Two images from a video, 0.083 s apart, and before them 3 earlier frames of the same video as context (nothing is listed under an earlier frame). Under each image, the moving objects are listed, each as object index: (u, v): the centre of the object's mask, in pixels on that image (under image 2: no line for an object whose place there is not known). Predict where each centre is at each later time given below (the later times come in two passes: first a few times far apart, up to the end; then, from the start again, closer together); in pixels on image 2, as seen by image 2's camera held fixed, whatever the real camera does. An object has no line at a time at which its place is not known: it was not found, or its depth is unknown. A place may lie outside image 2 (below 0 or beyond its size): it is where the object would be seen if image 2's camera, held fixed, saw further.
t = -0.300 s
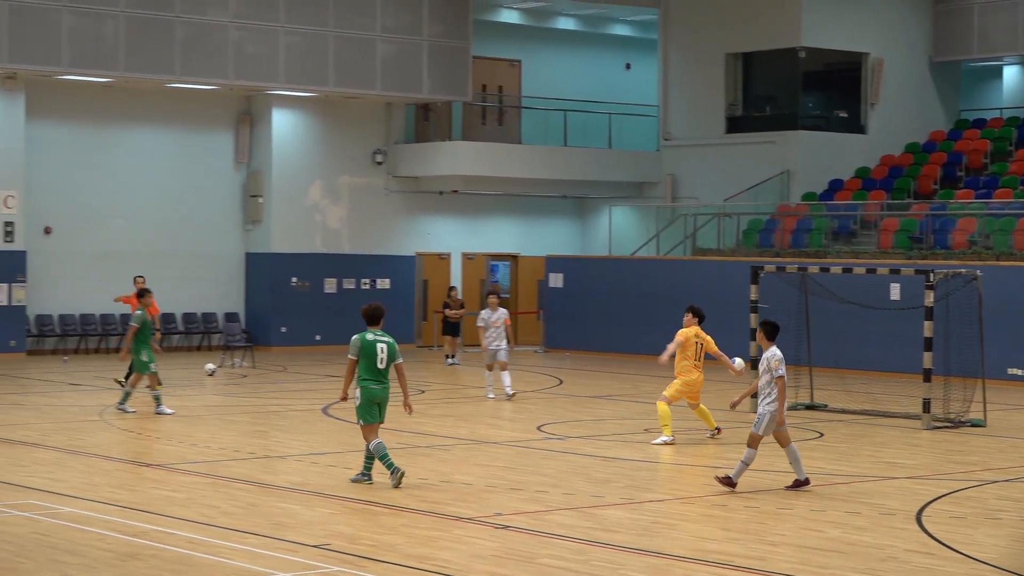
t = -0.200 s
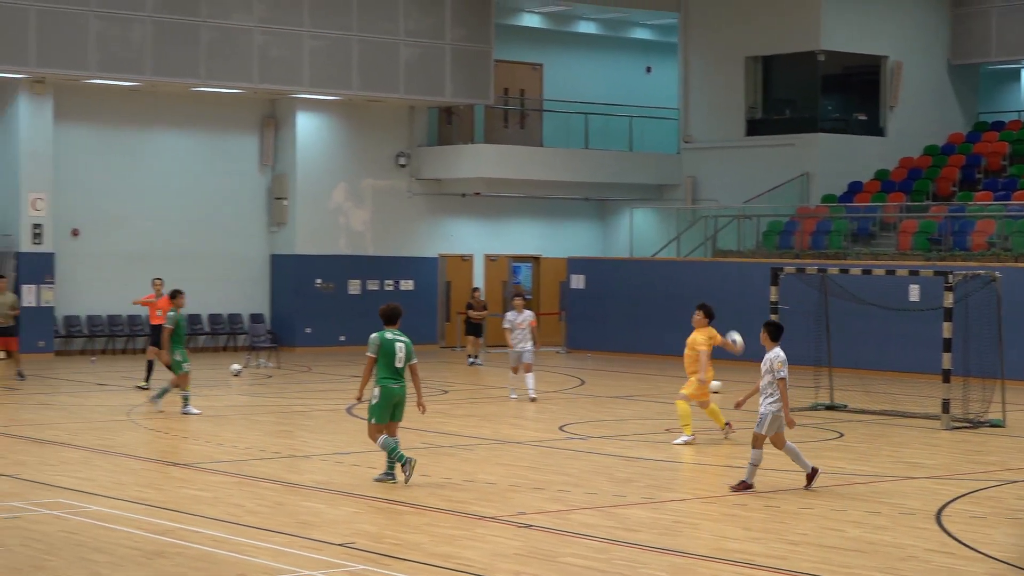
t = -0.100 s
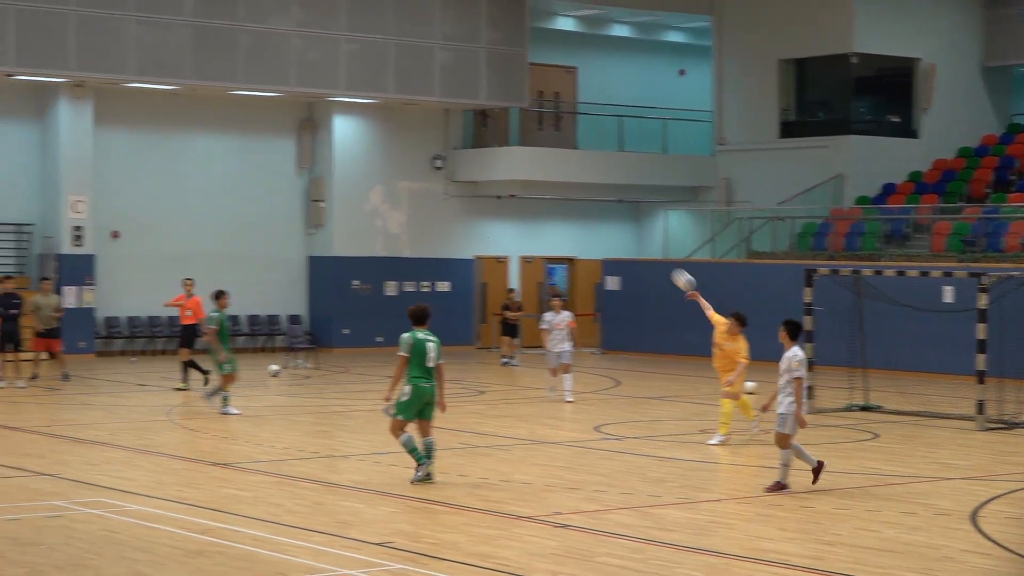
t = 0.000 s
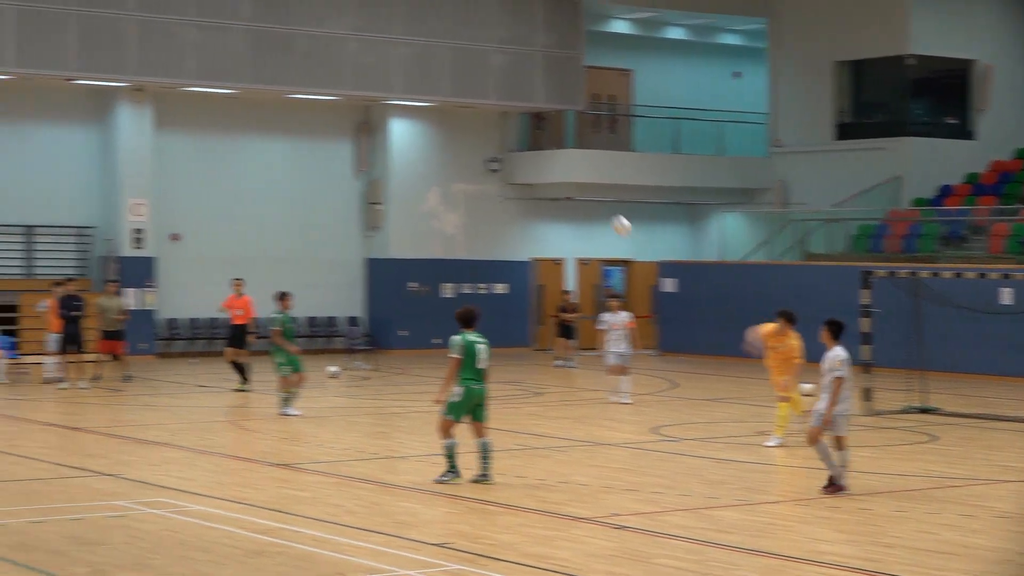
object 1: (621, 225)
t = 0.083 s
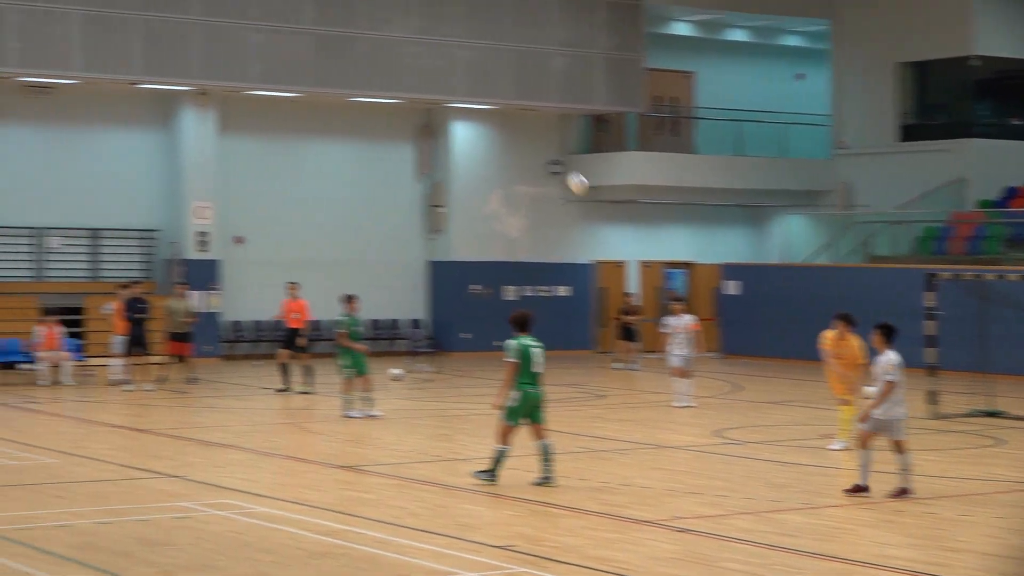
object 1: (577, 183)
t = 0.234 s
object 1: (378, 106)
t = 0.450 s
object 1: (30, 3)
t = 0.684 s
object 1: (-435, -113)
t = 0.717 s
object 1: (-504, -129)
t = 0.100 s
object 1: (556, 174)
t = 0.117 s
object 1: (534, 165)
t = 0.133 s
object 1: (512, 156)
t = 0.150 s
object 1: (490, 148)
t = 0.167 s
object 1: (468, 140)
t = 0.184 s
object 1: (446, 131)
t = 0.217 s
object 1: (401, 113)
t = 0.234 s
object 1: (378, 106)
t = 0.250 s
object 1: (354, 97)
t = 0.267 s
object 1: (330, 89)
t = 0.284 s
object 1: (305, 80)
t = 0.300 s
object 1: (280, 72)
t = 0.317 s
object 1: (255, 65)
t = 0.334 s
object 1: (228, 58)
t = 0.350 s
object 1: (201, 50)
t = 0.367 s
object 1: (173, 42)
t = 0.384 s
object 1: (146, 34)
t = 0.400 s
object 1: (118, 27)
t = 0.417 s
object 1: (89, 19)
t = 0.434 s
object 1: (60, 11)
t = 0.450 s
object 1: (30, 3)
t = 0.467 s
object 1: (1, -5)
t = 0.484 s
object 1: (-30, -13)
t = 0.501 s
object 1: (-61, -21)
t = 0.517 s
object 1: (-93, -29)
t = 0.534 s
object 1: (-125, -37)
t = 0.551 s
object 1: (-158, -46)
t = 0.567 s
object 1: (-192, -55)
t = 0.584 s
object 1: (-225, -63)
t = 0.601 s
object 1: (-259, -71)
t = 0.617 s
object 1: (-295, -80)
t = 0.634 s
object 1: (-330, -88)
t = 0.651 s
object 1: (-364, -97)
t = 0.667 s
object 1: (-399, -105)
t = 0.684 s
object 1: (-435, -113)
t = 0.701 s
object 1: (-471, -122)
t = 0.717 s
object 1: (-504, -129)
